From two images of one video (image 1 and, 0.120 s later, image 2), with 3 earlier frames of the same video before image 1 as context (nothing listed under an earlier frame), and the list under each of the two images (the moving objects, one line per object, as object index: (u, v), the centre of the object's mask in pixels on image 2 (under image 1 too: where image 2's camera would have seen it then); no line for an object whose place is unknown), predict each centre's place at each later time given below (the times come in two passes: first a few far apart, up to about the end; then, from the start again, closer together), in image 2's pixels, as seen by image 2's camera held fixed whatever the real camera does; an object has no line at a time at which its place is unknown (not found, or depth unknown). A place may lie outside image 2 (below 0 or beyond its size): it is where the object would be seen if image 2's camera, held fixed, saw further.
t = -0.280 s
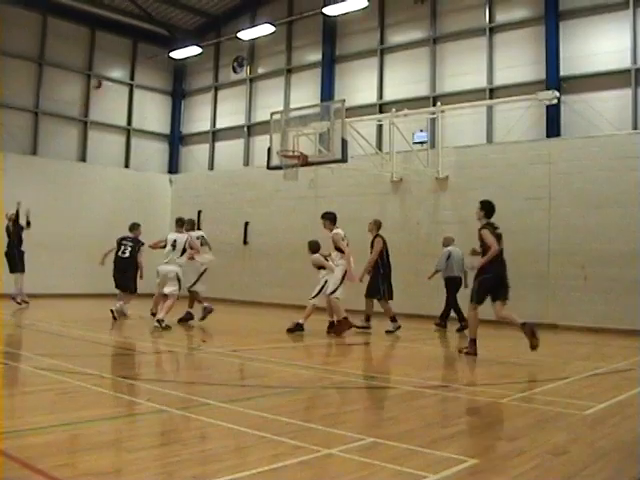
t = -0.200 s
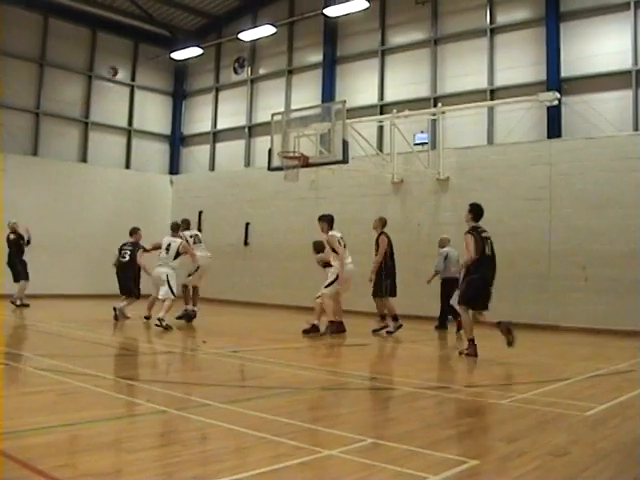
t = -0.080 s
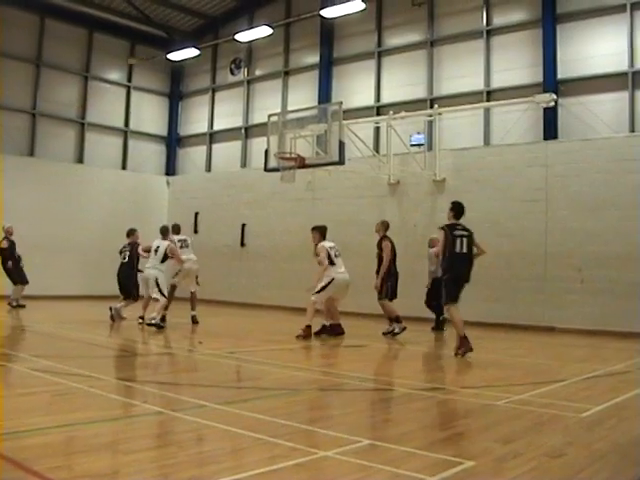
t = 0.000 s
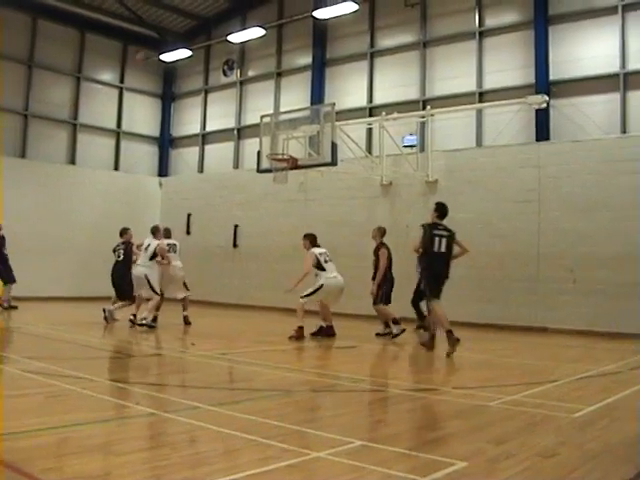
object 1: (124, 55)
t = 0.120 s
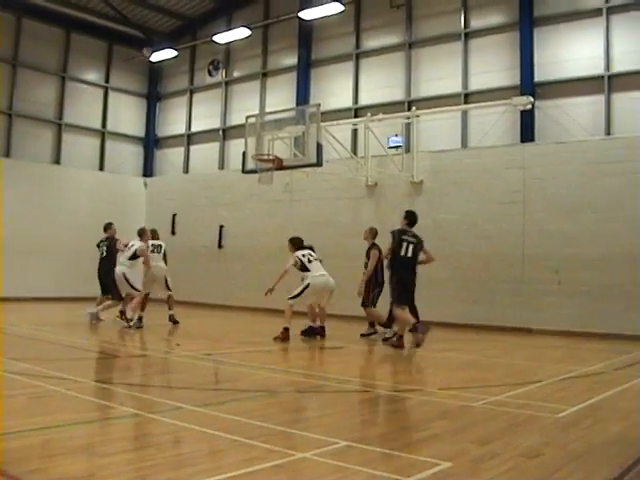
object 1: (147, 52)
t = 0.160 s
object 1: (155, 53)
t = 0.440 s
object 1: (210, 83)
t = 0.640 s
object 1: (250, 132)
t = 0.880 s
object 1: (282, 187)
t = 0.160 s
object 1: (155, 53)
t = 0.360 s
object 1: (195, 71)
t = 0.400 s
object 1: (201, 76)
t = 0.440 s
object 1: (210, 83)
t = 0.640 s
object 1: (250, 132)
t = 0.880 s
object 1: (282, 187)
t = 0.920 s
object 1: (285, 194)
